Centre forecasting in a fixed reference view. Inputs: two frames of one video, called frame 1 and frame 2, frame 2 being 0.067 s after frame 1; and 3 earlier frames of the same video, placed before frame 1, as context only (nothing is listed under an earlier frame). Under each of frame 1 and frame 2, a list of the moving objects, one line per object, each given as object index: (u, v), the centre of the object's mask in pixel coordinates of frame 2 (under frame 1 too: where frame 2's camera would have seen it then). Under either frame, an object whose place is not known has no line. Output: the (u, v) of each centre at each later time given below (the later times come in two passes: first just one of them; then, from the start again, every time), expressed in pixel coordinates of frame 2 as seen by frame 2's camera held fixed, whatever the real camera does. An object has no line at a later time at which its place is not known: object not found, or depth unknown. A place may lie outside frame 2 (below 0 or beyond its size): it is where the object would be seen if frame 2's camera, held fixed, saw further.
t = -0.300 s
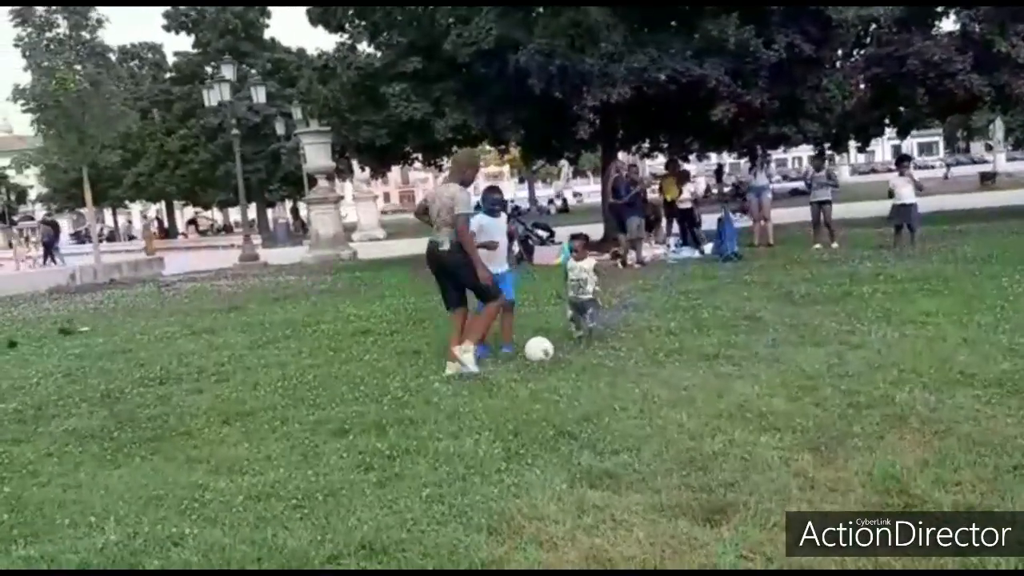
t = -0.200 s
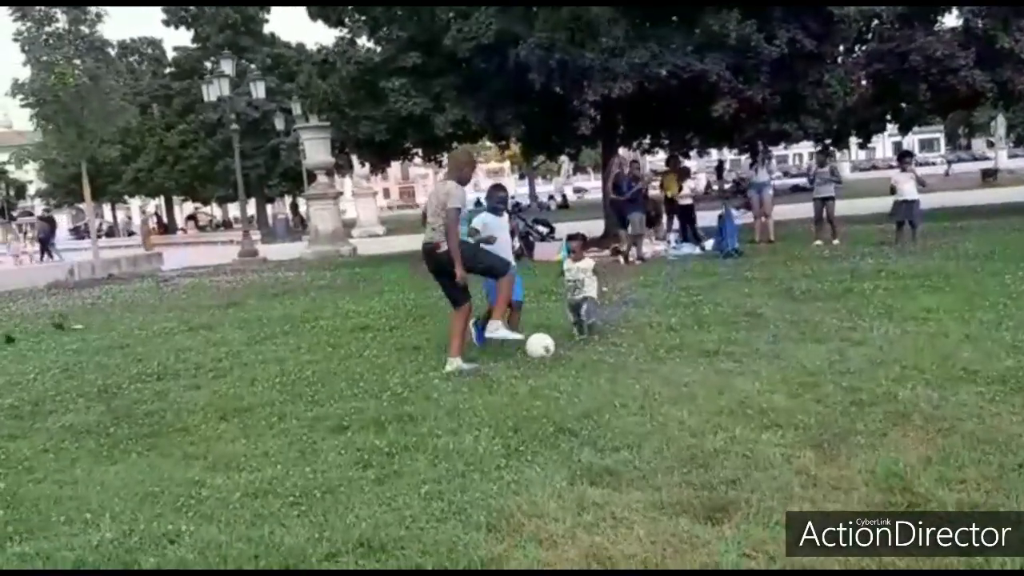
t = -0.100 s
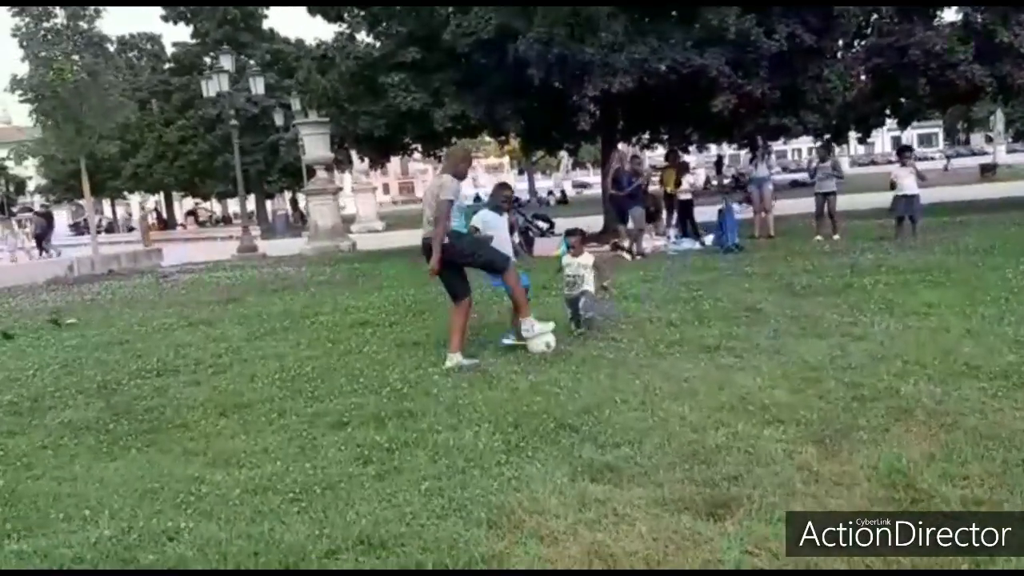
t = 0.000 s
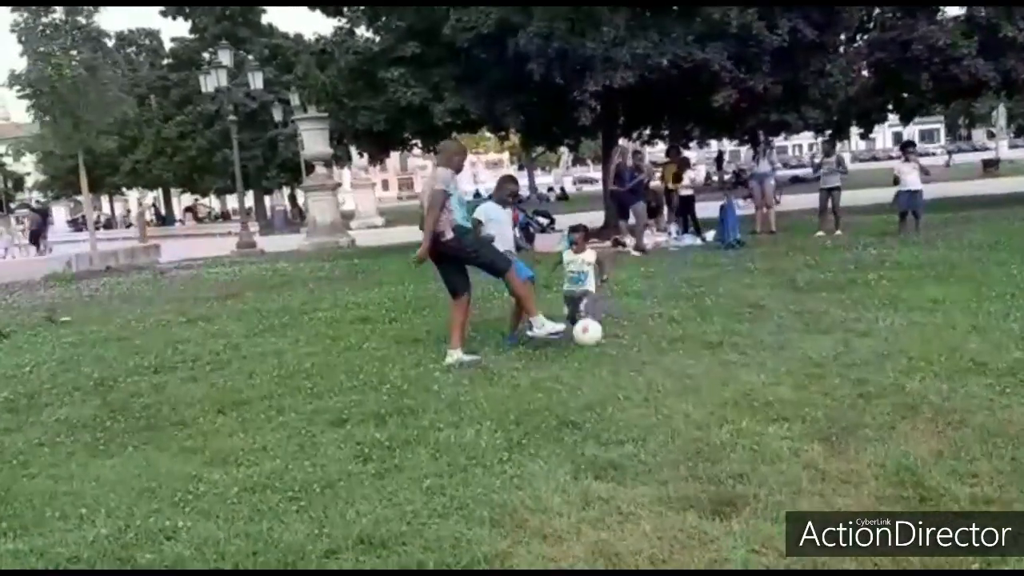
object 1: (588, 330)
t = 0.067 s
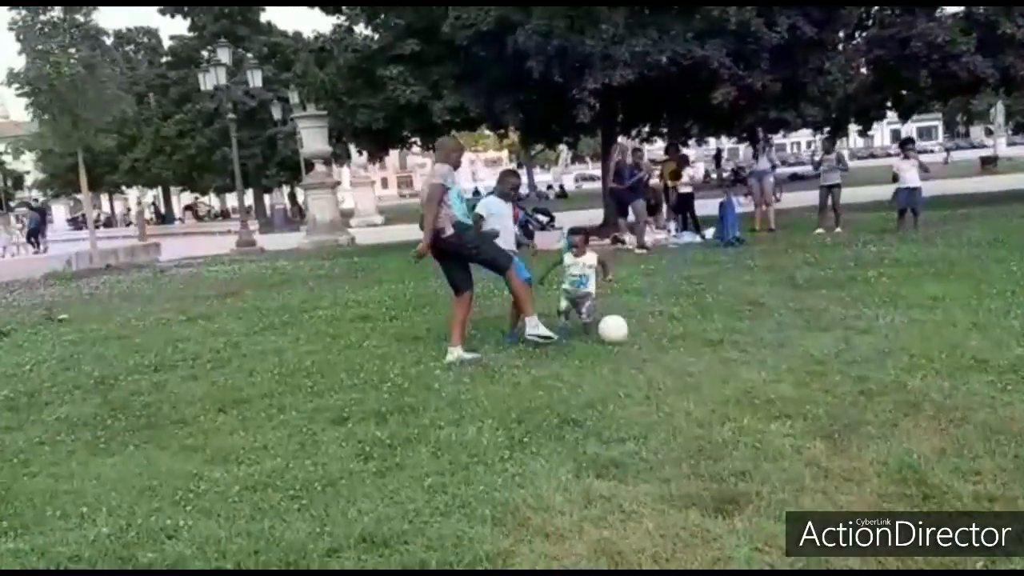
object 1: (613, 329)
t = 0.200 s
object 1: (658, 331)
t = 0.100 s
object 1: (625, 330)
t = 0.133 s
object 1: (638, 331)
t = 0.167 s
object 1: (649, 332)
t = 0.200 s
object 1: (658, 331)
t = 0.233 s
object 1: (666, 330)
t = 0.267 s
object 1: (674, 330)
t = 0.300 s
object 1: (681, 331)
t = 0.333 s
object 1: (689, 332)
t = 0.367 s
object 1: (697, 332)
